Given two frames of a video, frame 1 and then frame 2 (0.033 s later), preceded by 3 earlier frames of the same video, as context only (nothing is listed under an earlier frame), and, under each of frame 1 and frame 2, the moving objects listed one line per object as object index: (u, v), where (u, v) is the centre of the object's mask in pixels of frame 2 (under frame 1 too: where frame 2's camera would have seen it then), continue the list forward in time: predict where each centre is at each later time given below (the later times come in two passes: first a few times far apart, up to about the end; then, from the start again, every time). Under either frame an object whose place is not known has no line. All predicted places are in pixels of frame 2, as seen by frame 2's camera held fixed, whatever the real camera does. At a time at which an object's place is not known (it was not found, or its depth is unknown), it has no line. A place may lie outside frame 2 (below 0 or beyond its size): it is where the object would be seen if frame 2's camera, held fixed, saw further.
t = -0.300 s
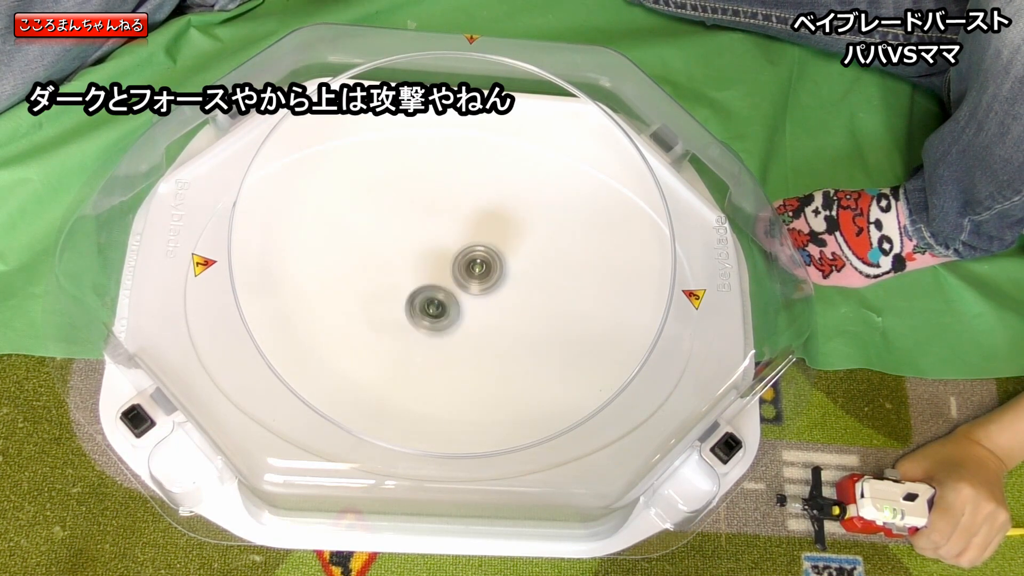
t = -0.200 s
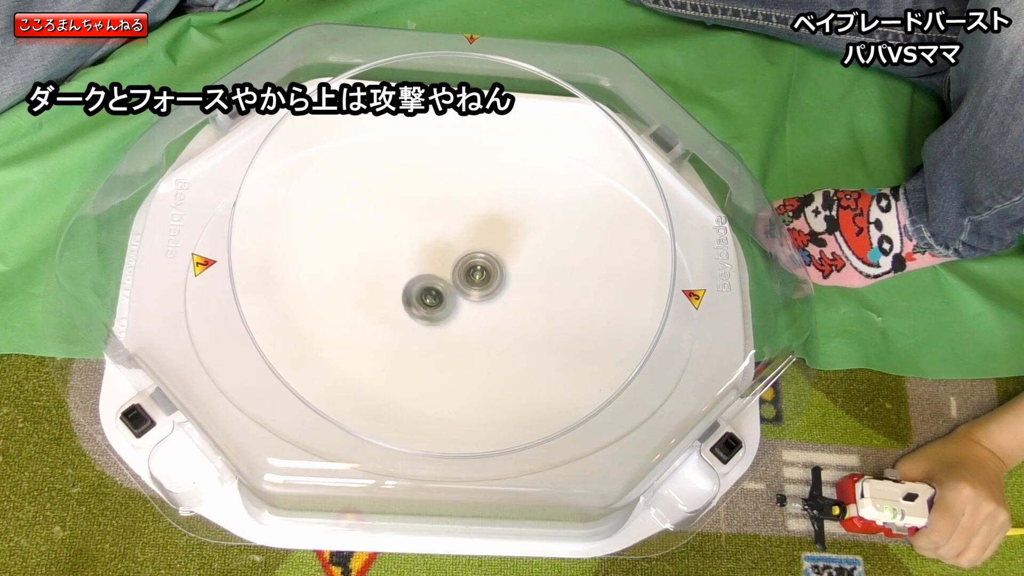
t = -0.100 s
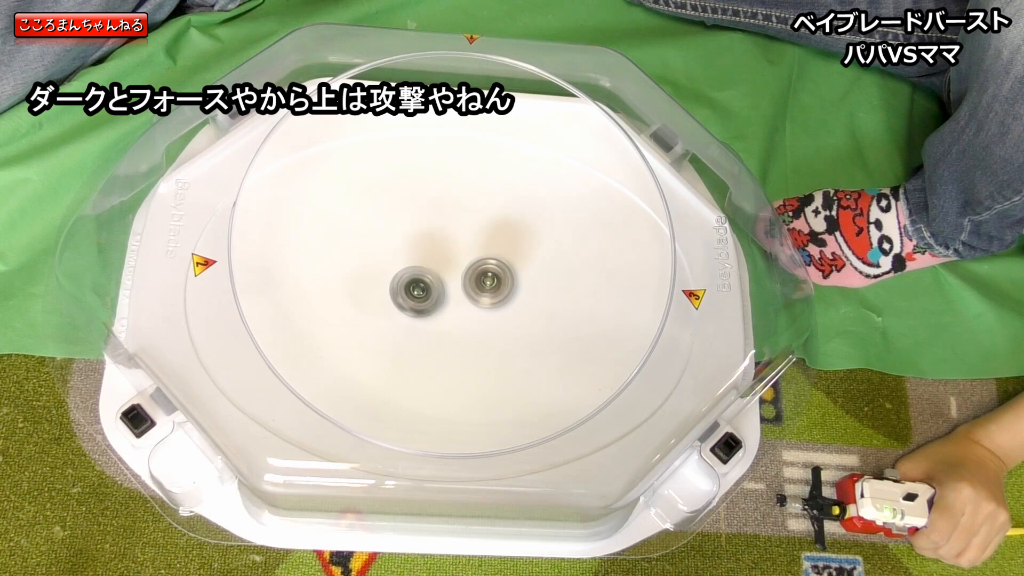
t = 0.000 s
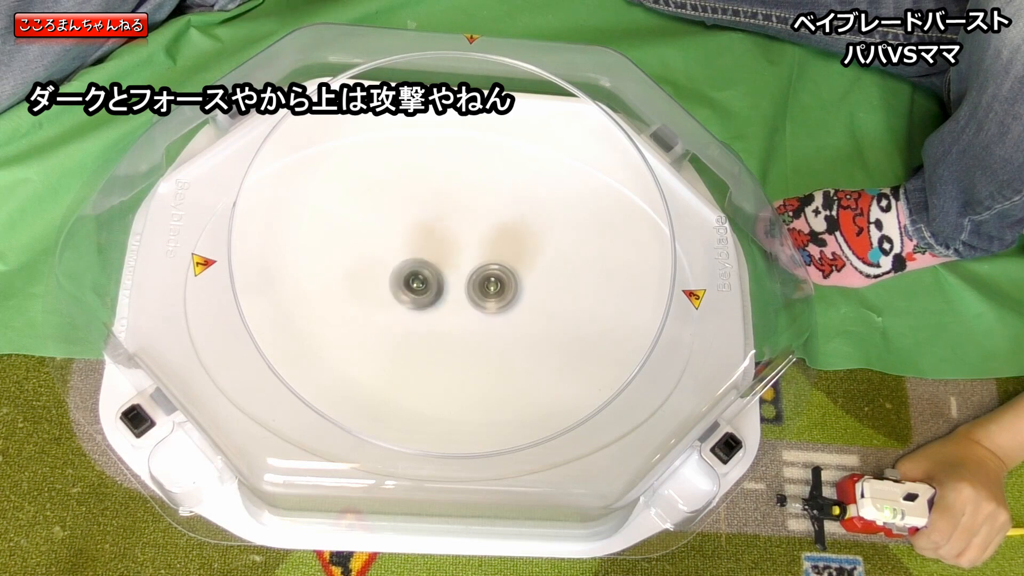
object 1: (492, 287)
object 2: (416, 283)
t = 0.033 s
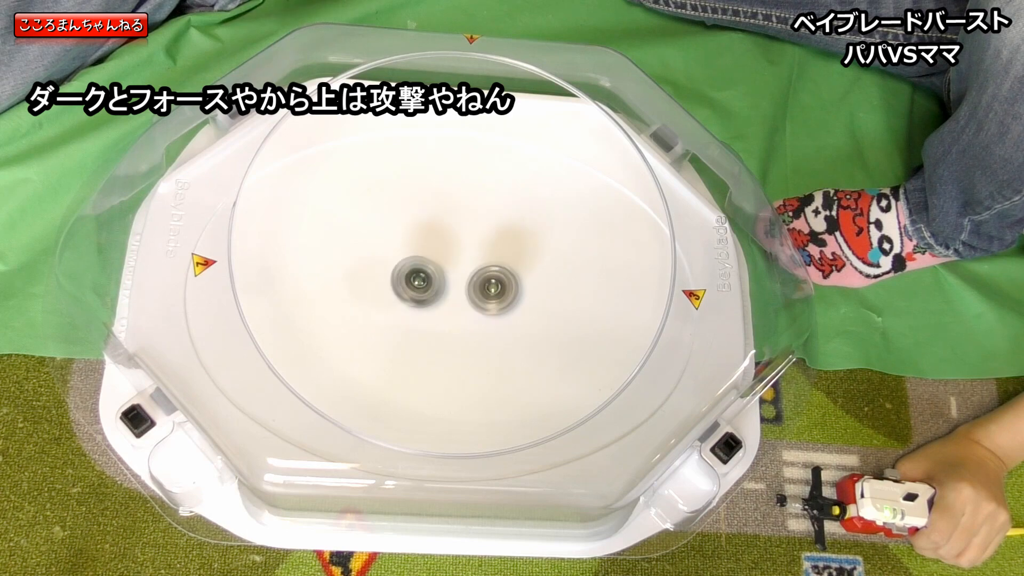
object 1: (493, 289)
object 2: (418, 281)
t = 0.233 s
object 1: (490, 300)
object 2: (432, 268)
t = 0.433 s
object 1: (485, 319)
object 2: (442, 255)
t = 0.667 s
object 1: (472, 326)
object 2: (459, 257)
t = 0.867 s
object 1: (457, 320)
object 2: (474, 270)
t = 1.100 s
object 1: (438, 309)
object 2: (493, 280)
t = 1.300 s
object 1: (431, 291)
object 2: (498, 298)
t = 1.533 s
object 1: (439, 275)
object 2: (486, 317)
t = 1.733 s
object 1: (455, 267)
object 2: (471, 325)
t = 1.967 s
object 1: (473, 270)
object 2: (452, 324)
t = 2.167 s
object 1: (493, 277)
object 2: (426, 316)
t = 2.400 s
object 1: (496, 293)
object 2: (411, 294)
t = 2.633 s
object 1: (480, 307)
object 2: (415, 270)
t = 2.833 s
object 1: (459, 309)
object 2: (434, 259)
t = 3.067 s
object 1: (439, 306)
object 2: (454, 248)
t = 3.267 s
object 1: (429, 295)
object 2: (474, 259)
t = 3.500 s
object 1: (432, 283)
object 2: (491, 287)
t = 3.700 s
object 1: (440, 277)
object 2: (493, 313)
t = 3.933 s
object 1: (456, 283)
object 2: (473, 333)
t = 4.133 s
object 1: (463, 282)
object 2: (454, 341)
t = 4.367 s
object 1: (471, 284)
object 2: (427, 325)
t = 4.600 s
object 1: (478, 285)
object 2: (418, 295)
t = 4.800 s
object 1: (481, 293)
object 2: (428, 268)
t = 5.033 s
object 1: (479, 304)
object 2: (450, 255)
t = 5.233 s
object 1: (467, 314)
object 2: (472, 259)
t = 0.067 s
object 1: (493, 291)
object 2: (419, 278)
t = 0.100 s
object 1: (493, 293)
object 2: (422, 276)
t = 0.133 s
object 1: (493, 295)
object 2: (424, 274)
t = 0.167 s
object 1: (493, 296)
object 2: (425, 272)
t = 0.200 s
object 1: (492, 298)
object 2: (429, 270)
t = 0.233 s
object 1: (490, 300)
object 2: (432, 268)
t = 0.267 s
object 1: (489, 301)
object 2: (434, 268)
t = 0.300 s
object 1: (488, 303)
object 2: (437, 266)
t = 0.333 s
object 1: (486, 304)
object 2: (441, 266)
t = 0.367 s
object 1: (485, 308)
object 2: (443, 264)
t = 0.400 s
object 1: (486, 315)
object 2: (443, 259)
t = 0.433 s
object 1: (485, 319)
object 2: (442, 255)
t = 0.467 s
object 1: (483, 322)
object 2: (444, 252)
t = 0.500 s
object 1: (482, 324)
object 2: (446, 251)
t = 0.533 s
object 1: (480, 324)
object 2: (449, 251)
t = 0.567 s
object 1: (478, 325)
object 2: (452, 252)
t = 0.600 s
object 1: (477, 326)
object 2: (454, 253)
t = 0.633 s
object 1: (474, 326)
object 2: (455, 254)
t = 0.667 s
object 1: (472, 326)
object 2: (459, 257)
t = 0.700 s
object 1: (470, 326)
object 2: (461, 259)
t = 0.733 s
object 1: (468, 325)
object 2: (464, 261)
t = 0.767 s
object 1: (465, 324)
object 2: (466, 264)
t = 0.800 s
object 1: (463, 323)
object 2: (468, 267)
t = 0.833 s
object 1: (460, 321)
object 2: (470, 270)
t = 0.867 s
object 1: (457, 320)
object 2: (474, 270)
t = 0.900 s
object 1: (452, 321)
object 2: (478, 269)
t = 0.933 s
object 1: (449, 320)
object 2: (482, 269)
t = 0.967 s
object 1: (447, 318)
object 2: (484, 270)
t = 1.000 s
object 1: (445, 316)
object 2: (486, 272)
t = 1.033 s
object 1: (442, 314)
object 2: (488, 274)
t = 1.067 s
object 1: (440, 311)
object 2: (491, 277)
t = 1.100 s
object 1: (438, 309)
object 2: (493, 280)
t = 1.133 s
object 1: (436, 306)
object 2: (495, 282)
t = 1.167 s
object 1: (434, 303)
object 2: (496, 285)
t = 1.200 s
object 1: (433, 300)
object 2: (497, 289)
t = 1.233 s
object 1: (432, 297)
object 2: (498, 291)
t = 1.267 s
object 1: (432, 294)
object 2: (498, 294)
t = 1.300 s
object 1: (431, 291)
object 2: (498, 298)
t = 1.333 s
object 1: (431, 288)
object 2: (497, 301)
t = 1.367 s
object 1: (432, 285)
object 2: (496, 304)
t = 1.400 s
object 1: (433, 282)
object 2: (495, 307)
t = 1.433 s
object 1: (434, 280)
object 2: (493, 309)
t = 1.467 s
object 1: (436, 278)
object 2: (491, 312)
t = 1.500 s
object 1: (437, 277)
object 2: (489, 315)
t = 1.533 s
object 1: (439, 275)
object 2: (486, 317)
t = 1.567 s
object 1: (442, 274)
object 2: (483, 318)
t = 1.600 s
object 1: (444, 273)
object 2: (480, 319)
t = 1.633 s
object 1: (447, 272)
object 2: (478, 319)
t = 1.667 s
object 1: (450, 273)
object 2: (475, 319)
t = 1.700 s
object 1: (453, 271)
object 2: (472, 321)
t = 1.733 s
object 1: (455, 267)
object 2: (471, 325)
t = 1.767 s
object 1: (458, 266)
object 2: (468, 328)
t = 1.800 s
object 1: (460, 266)
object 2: (465, 328)
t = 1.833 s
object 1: (463, 266)
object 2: (463, 328)
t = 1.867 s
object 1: (466, 267)
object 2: (460, 328)
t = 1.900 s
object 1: (468, 267)
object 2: (458, 327)
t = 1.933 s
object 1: (471, 268)
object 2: (455, 326)
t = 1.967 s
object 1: (473, 270)
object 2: (452, 324)
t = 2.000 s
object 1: (476, 272)
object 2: (450, 322)
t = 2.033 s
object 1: (478, 274)
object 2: (447, 319)
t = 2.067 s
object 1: (479, 276)
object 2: (444, 317)
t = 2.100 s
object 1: (485, 275)
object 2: (436, 317)
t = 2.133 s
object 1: (489, 276)
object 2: (430, 317)
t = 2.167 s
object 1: (493, 277)
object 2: (426, 316)
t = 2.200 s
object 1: (495, 279)
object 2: (422, 314)
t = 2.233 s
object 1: (496, 281)
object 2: (420, 312)
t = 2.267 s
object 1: (497, 284)
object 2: (417, 309)
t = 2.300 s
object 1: (497, 286)
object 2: (415, 305)
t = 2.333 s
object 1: (497, 288)
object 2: (413, 301)
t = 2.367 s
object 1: (497, 291)
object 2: (412, 298)
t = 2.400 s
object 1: (496, 293)
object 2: (411, 294)
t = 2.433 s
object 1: (495, 296)
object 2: (410, 291)
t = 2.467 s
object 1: (493, 299)
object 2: (409, 288)
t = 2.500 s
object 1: (491, 301)
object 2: (409, 284)
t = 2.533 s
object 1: (489, 303)
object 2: (410, 281)
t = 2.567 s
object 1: (487, 305)
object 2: (411, 277)
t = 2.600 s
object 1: (484, 306)
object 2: (413, 273)
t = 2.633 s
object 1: (480, 307)
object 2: (415, 270)
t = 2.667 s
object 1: (477, 308)
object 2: (417, 267)
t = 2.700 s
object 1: (473, 309)
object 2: (421, 265)
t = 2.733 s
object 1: (470, 309)
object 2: (423, 262)
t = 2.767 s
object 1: (467, 309)
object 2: (427, 261)
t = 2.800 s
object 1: (463, 309)
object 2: (431, 260)
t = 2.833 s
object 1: (459, 309)
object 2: (434, 259)
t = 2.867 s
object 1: (456, 310)
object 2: (437, 255)
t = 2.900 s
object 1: (453, 312)
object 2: (440, 251)
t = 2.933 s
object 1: (449, 311)
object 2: (443, 248)
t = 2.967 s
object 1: (446, 310)
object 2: (445, 247)
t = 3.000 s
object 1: (444, 309)
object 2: (449, 247)
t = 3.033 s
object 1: (441, 308)
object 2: (452, 247)
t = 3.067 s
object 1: (439, 306)
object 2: (454, 248)
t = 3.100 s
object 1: (437, 304)
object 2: (457, 249)
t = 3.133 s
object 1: (436, 302)
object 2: (460, 251)
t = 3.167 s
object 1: (434, 300)
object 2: (463, 253)
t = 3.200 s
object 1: (433, 298)
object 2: (466, 256)
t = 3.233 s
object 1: (431, 296)
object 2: (470, 257)
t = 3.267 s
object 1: (429, 295)
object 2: (474, 259)
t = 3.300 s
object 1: (429, 293)
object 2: (477, 262)
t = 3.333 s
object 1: (428, 291)
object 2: (480, 265)
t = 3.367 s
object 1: (429, 289)
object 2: (482, 269)
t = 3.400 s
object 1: (430, 287)
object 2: (485, 273)
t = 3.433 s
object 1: (431, 286)
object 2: (487, 277)
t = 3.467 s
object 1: (432, 285)
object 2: (488, 282)
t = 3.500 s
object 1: (432, 283)
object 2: (491, 287)
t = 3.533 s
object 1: (432, 281)
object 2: (494, 291)
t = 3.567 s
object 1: (434, 280)
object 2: (495, 295)
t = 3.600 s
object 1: (435, 279)
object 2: (496, 300)
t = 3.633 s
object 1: (436, 278)
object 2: (496, 304)
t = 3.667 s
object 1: (438, 277)
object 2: (495, 309)
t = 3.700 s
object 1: (440, 277)
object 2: (493, 313)
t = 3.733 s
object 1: (442, 277)
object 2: (492, 317)
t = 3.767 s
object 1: (444, 277)
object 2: (490, 320)
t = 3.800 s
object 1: (446, 278)
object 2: (487, 324)
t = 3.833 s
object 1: (449, 279)
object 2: (484, 327)
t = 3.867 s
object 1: (451, 280)
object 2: (481, 329)
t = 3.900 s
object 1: (454, 281)
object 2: (477, 331)
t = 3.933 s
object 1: (456, 283)
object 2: (473, 333)
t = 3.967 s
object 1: (458, 285)
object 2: (469, 334)
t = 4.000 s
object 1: (459, 284)
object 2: (466, 338)
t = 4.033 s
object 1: (460, 281)
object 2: (463, 341)
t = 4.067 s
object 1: (461, 280)
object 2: (460, 342)
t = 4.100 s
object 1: (462, 281)
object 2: (457, 342)
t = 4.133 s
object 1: (463, 282)
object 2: (454, 341)
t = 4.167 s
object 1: (463, 282)
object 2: (451, 340)
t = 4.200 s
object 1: (464, 284)
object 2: (447, 337)
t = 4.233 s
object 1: (464, 285)
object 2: (444, 334)
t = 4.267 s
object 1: (465, 285)
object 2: (441, 331)
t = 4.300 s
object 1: (467, 285)
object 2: (437, 329)
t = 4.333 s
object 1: (468, 285)
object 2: (433, 327)
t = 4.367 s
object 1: (471, 284)
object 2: (427, 325)
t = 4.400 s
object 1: (473, 283)
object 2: (423, 322)
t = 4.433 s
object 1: (474, 283)
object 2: (421, 318)
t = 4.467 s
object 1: (475, 283)
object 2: (420, 314)
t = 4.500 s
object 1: (476, 283)
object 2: (419, 309)
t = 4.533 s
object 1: (477, 283)
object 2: (418, 305)
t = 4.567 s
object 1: (477, 285)
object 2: (418, 300)
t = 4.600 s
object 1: (478, 285)
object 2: (418, 295)
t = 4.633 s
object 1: (478, 286)
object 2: (419, 290)
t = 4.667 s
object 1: (478, 286)
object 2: (420, 285)
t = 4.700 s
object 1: (478, 288)
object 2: (422, 281)
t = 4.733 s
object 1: (479, 289)
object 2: (424, 276)
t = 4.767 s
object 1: (480, 291)
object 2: (426, 272)
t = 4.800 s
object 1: (481, 293)
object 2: (428, 268)
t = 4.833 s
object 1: (483, 295)
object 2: (430, 264)
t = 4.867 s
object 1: (483, 297)
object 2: (432, 260)
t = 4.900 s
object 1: (482, 298)
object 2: (435, 258)
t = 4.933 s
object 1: (482, 300)
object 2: (438, 256)
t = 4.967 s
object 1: (482, 301)
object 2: (442, 256)
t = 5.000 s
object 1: (481, 302)
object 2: (446, 255)
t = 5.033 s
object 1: (479, 304)
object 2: (450, 255)
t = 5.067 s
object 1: (478, 305)
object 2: (455, 256)
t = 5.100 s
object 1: (476, 307)
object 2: (458, 256)
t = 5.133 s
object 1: (473, 309)
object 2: (463, 255)
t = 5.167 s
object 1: (471, 311)
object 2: (466, 255)
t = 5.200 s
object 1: (469, 313)
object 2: (469, 256)
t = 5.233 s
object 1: (467, 314)
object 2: (472, 259)
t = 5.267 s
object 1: (464, 315)
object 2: (476, 262)
